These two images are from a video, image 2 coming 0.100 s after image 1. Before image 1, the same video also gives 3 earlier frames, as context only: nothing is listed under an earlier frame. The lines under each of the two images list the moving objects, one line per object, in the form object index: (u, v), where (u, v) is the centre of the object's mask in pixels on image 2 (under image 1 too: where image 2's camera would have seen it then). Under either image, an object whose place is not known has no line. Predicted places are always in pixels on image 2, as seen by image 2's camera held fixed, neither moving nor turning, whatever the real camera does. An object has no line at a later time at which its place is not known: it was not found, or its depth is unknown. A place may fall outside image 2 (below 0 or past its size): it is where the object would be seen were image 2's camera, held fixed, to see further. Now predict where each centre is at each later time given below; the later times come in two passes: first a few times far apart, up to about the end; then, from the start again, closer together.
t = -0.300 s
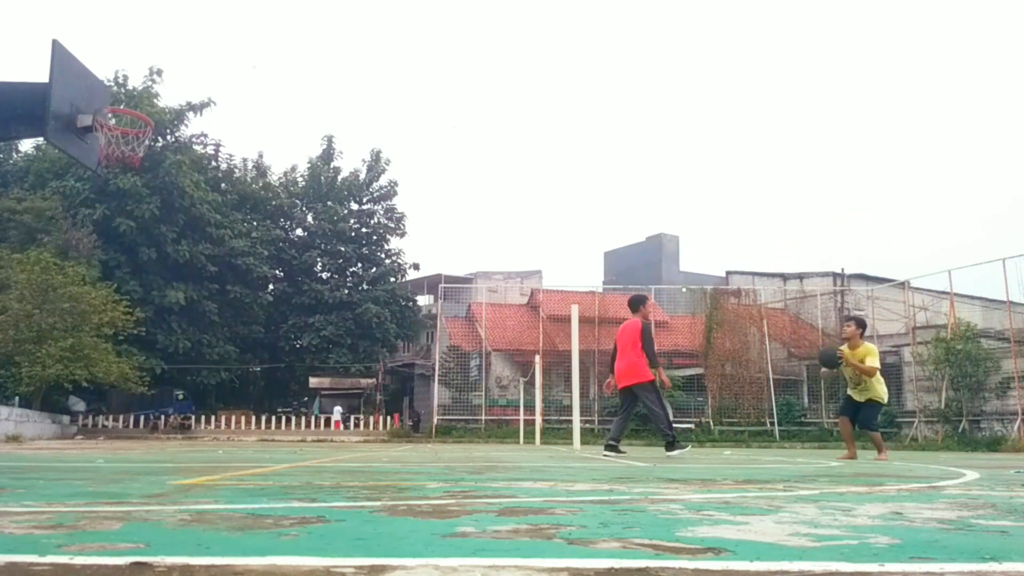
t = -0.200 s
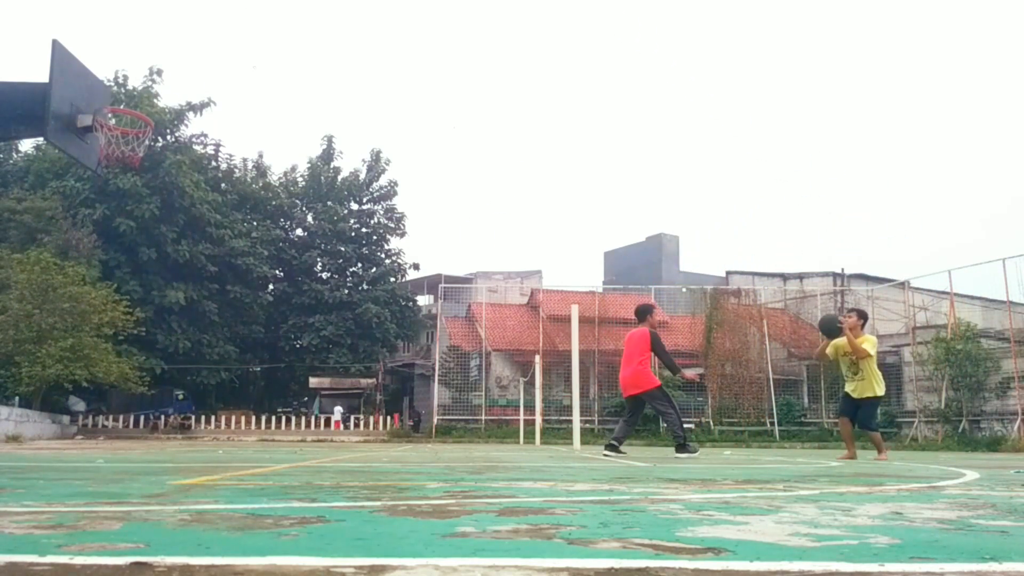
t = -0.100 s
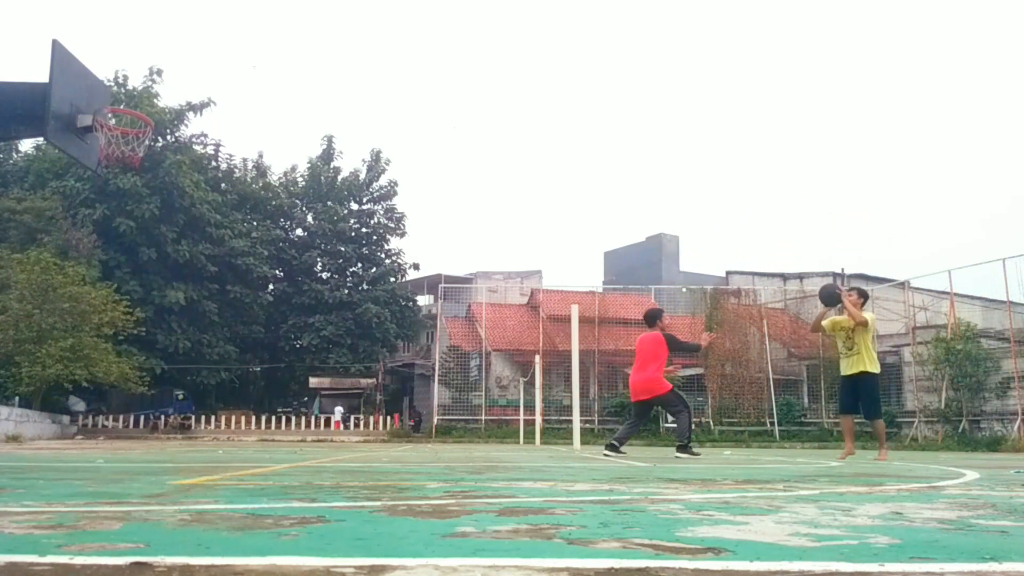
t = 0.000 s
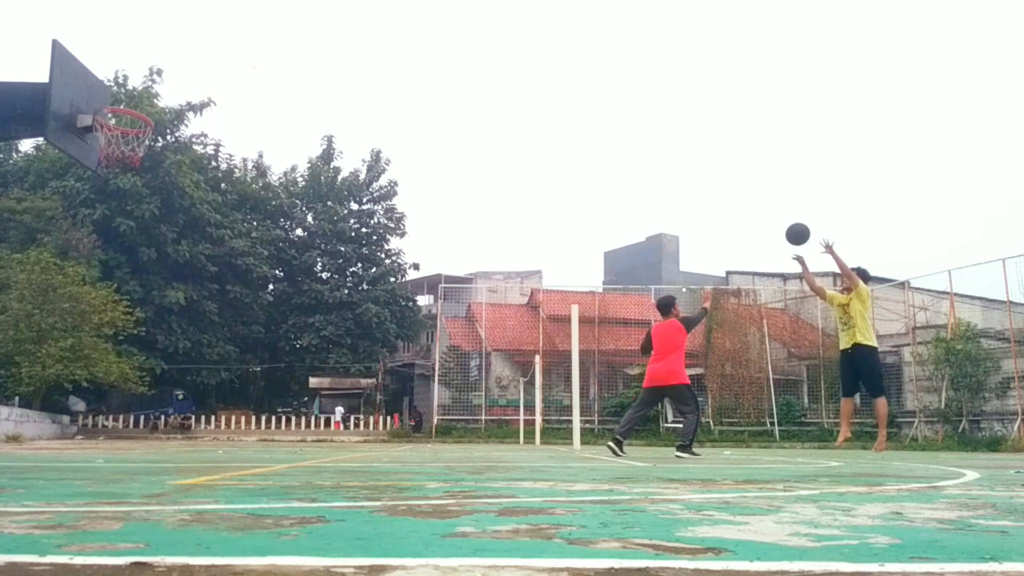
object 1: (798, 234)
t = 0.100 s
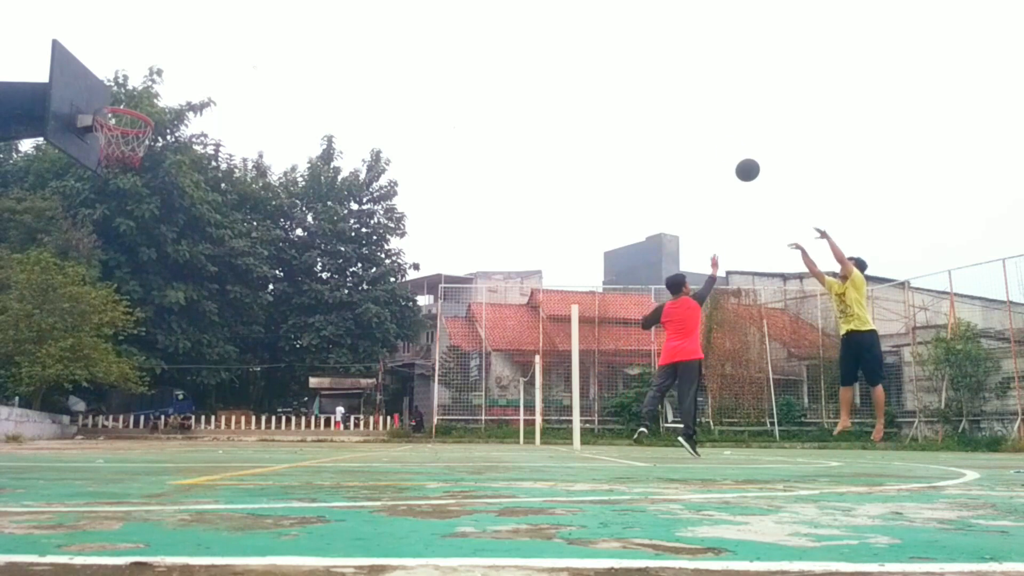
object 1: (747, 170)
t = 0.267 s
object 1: (665, 82)
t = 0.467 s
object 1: (567, 9)
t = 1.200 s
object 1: (160, 63)
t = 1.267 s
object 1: (117, 99)
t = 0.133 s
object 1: (731, 151)
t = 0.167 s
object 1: (715, 132)
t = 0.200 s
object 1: (698, 115)
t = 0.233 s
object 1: (682, 98)
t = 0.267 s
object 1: (665, 82)
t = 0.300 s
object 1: (649, 67)
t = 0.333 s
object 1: (633, 54)
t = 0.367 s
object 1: (616, 41)
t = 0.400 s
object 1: (600, 29)
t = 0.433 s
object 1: (583, 18)
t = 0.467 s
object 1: (567, 9)
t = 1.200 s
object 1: (160, 63)
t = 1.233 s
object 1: (139, 80)
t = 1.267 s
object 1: (117, 99)
